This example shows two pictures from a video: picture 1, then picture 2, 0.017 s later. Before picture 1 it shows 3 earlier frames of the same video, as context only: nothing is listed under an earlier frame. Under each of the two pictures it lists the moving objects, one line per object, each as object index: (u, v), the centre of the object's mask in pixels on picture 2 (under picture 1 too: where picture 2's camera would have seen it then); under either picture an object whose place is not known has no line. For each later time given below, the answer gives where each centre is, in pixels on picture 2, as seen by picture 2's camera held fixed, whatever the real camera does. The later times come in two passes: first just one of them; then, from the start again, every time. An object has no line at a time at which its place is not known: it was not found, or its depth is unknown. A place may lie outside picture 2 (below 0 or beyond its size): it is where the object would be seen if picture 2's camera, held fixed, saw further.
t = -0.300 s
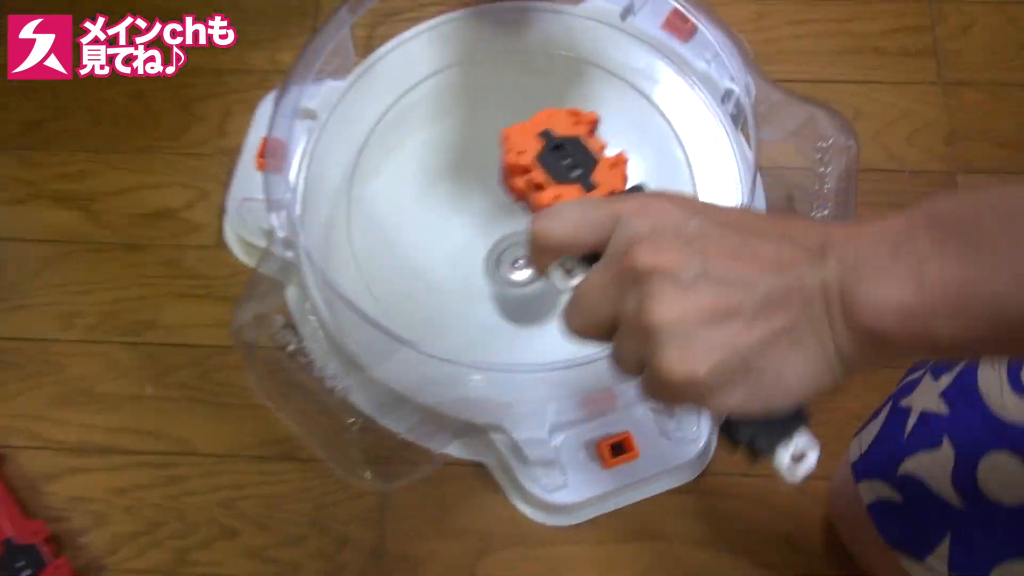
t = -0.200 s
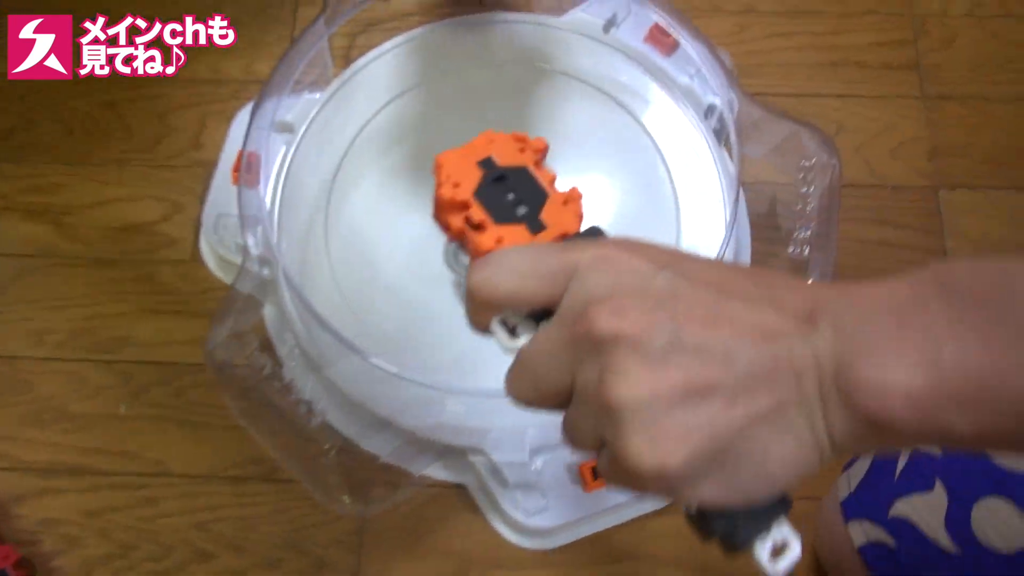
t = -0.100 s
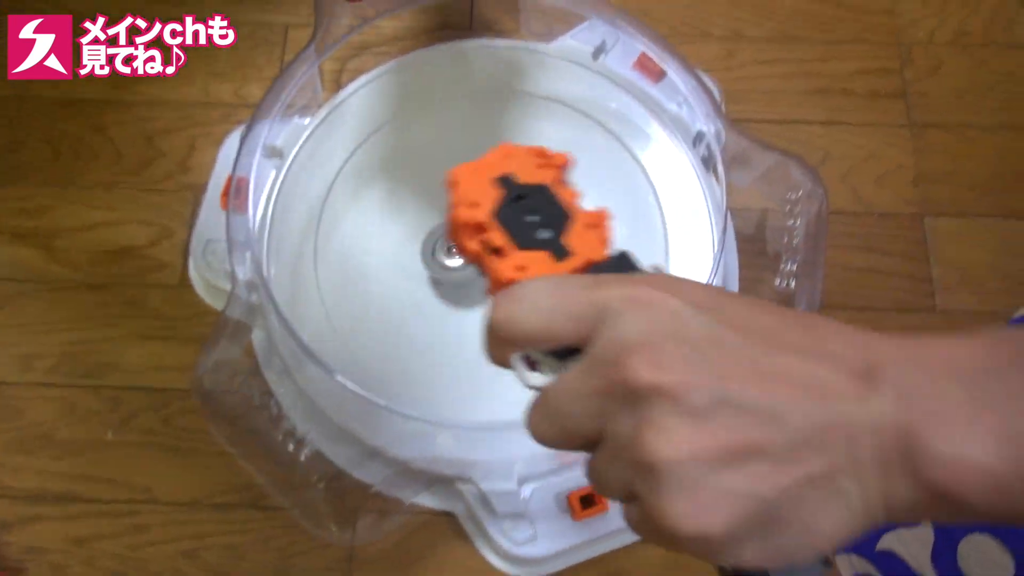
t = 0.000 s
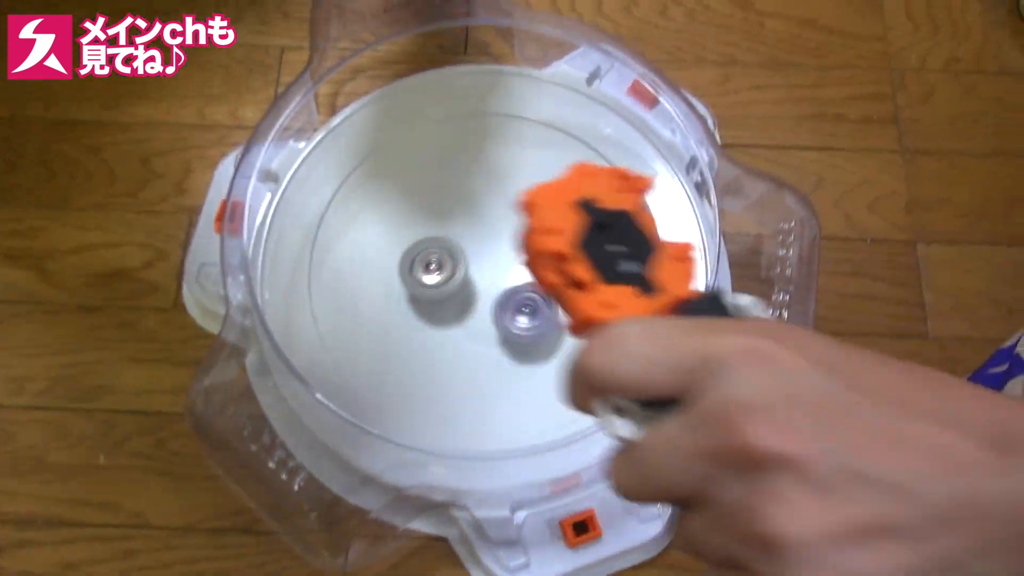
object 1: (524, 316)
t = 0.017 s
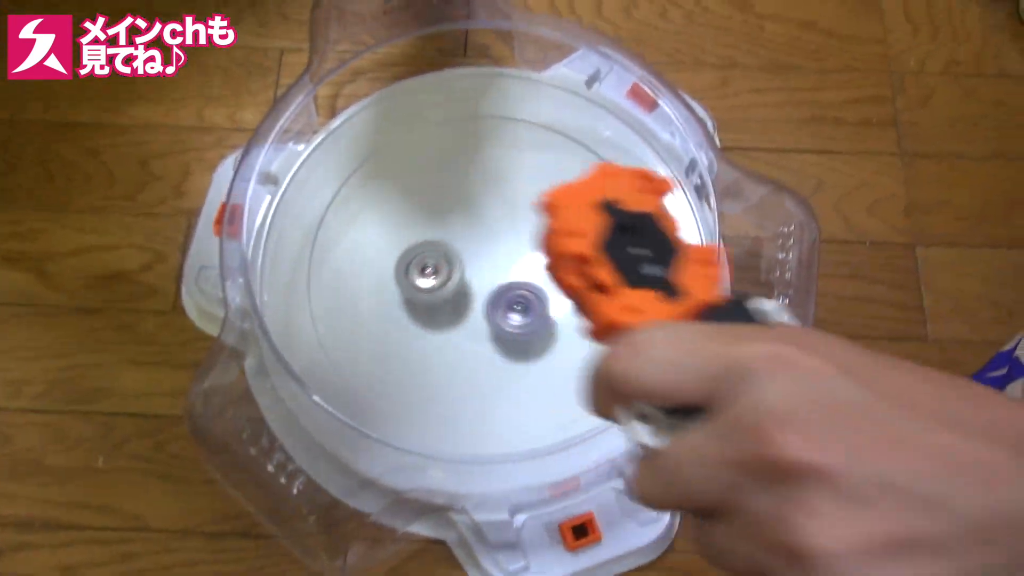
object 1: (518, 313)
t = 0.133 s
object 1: (463, 272)
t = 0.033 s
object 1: (510, 305)
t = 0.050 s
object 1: (503, 301)
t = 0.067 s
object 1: (494, 295)
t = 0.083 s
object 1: (486, 289)
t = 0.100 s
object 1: (478, 284)
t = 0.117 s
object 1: (471, 278)
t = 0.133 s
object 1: (463, 272)
